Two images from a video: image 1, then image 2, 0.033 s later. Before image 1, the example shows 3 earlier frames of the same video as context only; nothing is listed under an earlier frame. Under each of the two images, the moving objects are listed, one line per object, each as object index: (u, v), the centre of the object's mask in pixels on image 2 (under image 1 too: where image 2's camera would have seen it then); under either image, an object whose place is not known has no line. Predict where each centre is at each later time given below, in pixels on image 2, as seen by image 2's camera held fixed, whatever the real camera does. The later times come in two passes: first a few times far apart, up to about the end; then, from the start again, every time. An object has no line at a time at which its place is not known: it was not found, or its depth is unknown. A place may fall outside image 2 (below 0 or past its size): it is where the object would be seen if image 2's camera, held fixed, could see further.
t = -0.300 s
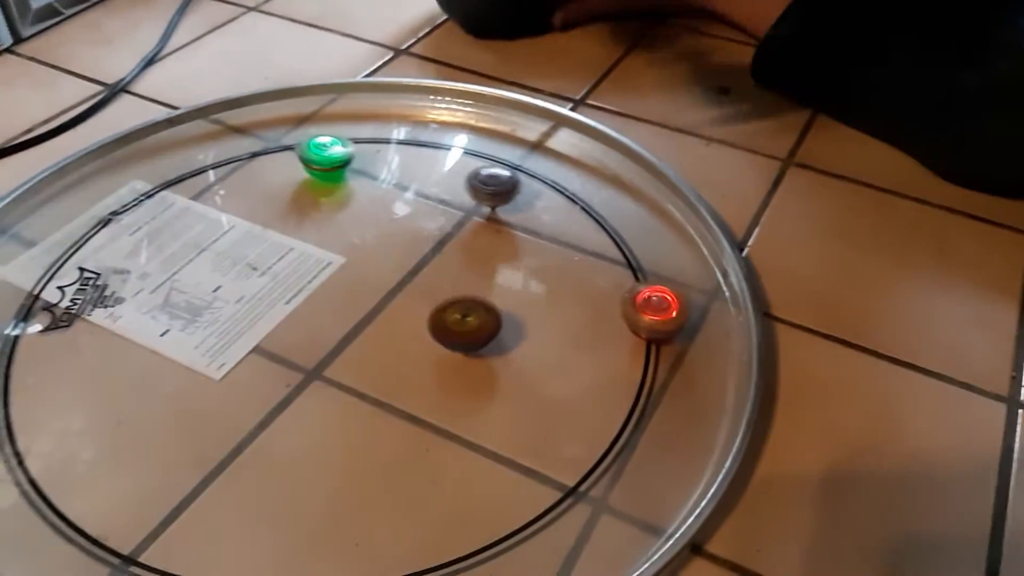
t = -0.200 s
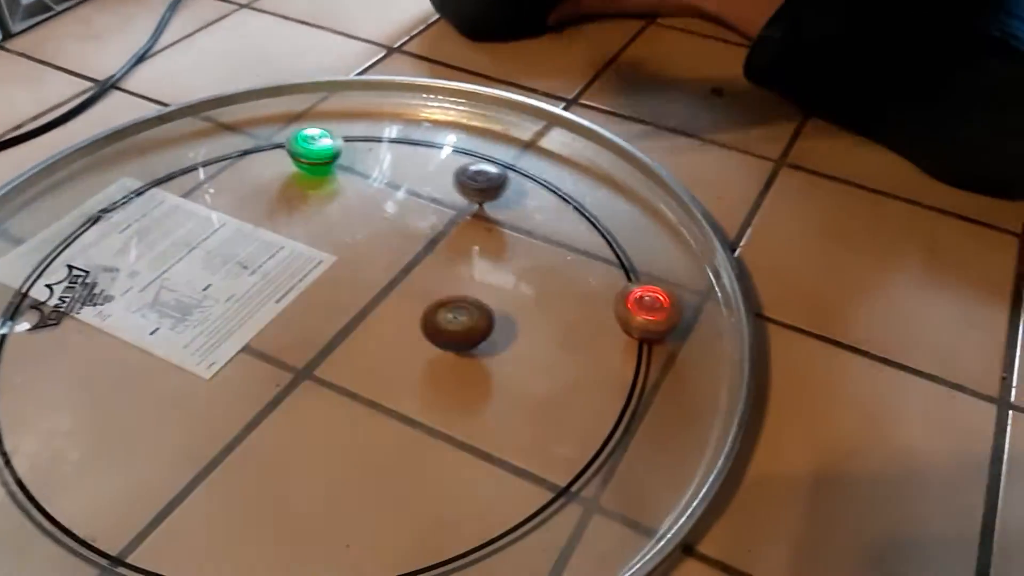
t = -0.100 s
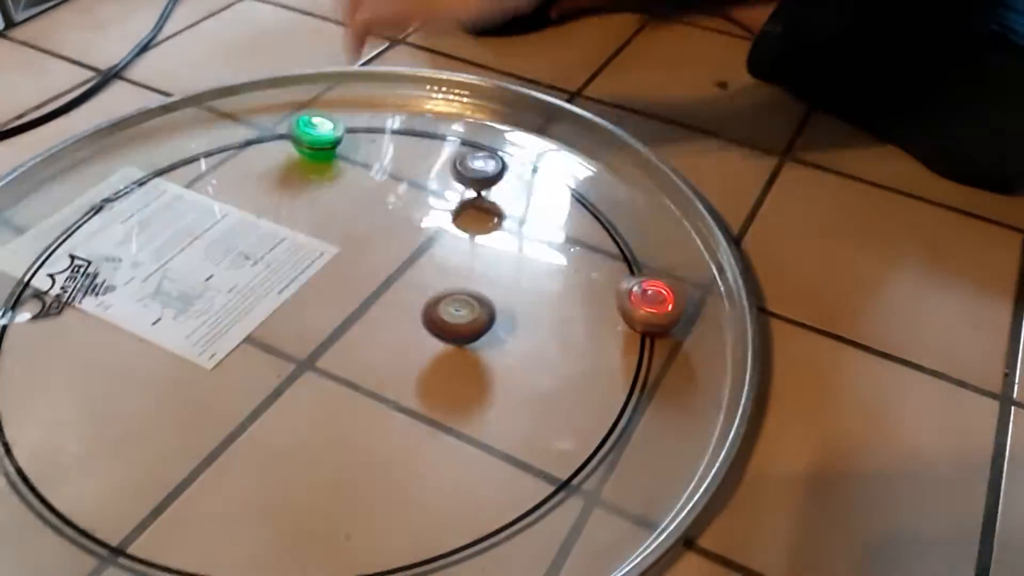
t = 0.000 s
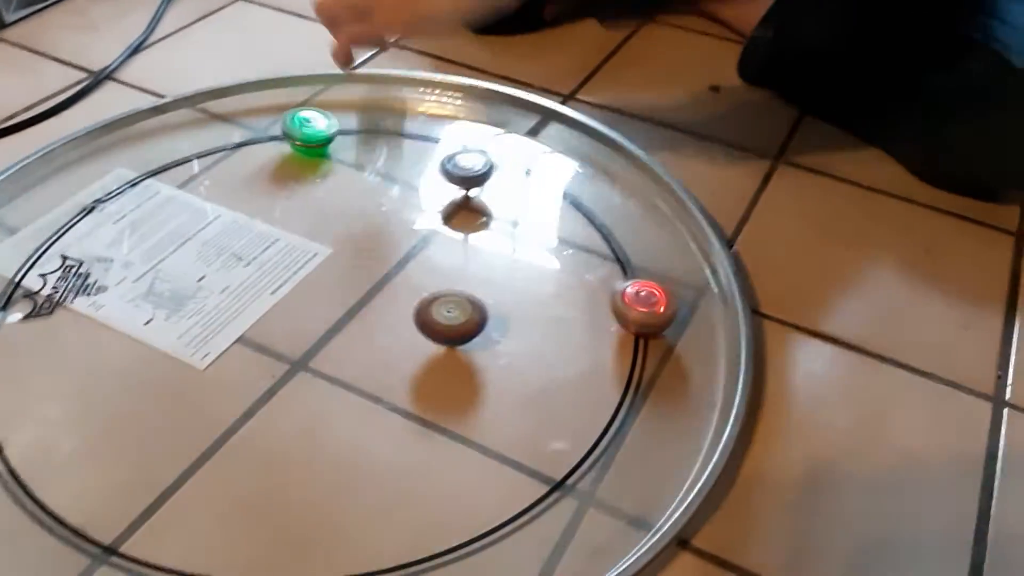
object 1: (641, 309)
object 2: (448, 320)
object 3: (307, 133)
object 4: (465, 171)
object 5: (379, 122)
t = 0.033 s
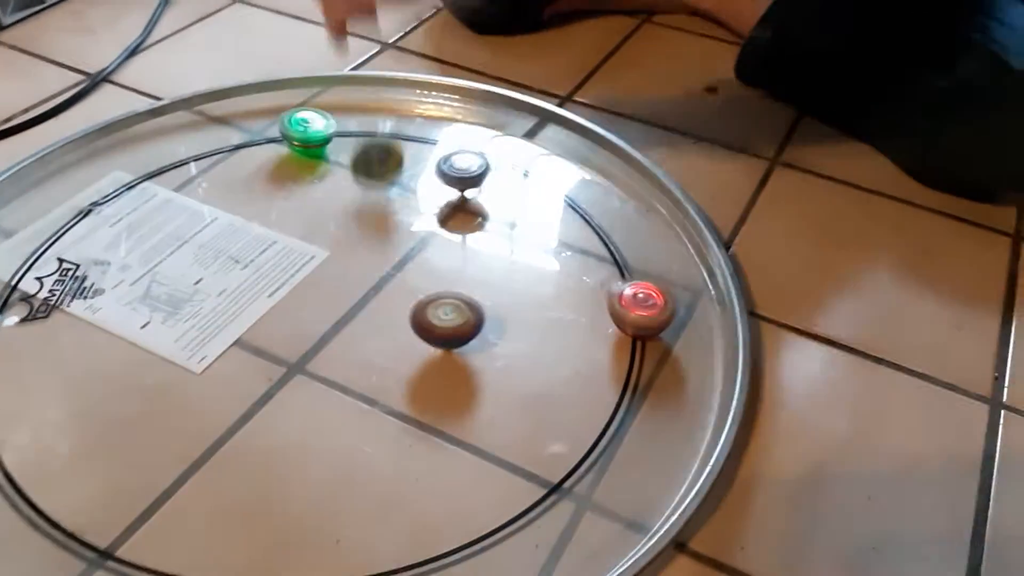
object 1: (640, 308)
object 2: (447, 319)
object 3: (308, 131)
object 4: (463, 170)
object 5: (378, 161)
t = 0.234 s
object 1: (640, 307)
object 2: (442, 317)
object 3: (317, 122)
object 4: (451, 163)
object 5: (405, 148)
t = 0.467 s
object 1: (639, 306)
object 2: (436, 314)
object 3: (329, 113)
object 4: (429, 154)
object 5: (502, 254)
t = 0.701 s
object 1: (686, 360)
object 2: (434, 308)
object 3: (350, 110)
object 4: (407, 147)
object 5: (481, 212)
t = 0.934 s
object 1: (663, 415)
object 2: (434, 302)
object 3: (317, 101)
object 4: (389, 130)
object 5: (425, 166)
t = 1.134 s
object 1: (631, 468)
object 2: (436, 298)
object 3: (273, 125)
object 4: (407, 118)
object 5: (476, 210)
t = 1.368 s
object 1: (569, 514)
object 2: (446, 294)
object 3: (260, 127)
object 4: (416, 112)
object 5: (619, 222)
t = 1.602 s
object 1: (503, 528)
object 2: (457, 291)
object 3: (250, 123)
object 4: (418, 109)
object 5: (439, 230)
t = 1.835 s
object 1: (450, 506)
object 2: (471, 292)
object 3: (248, 117)
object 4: (412, 111)
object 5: (176, 253)
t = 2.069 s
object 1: (425, 461)
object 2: (484, 295)
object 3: (258, 111)
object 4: (401, 120)
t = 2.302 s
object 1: (425, 409)
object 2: (496, 298)
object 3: (271, 111)
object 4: (396, 135)
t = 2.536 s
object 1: (450, 366)
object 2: (505, 300)
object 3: (279, 114)
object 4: (400, 147)
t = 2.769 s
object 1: (480, 347)
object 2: (524, 291)
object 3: (278, 122)
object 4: (410, 158)
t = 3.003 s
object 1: (493, 350)
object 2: (546, 285)
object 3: (269, 126)
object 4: (427, 164)
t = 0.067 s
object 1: (640, 307)
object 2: (447, 319)
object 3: (308, 130)
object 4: (461, 169)
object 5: (379, 127)
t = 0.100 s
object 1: (641, 307)
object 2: (445, 319)
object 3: (310, 128)
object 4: (459, 167)
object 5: (382, 111)
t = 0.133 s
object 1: (640, 307)
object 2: (444, 318)
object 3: (311, 126)
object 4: (456, 166)
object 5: (386, 103)
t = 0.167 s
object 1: (640, 307)
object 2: (443, 318)
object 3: (313, 125)
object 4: (454, 164)
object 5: (391, 107)
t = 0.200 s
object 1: (640, 307)
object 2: (442, 318)
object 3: (315, 124)
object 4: (452, 163)
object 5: (397, 123)
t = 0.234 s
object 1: (640, 307)
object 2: (442, 317)
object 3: (317, 122)
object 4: (451, 163)
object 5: (405, 148)
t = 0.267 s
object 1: (640, 307)
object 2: (441, 317)
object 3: (319, 119)
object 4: (446, 161)
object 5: (408, 195)
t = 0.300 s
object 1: (640, 306)
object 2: (440, 316)
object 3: (321, 117)
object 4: (443, 159)
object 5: (428, 210)
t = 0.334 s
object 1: (640, 306)
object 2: (440, 316)
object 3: (323, 116)
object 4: (441, 158)
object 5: (436, 214)
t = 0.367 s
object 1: (639, 306)
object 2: (439, 316)
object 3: (325, 115)
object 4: (438, 157)
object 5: (450, 231)
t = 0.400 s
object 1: (639, 306)
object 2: (438, 315)
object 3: (325, 115)
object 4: (435, 156)
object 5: (468, 231)
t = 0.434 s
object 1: (639, 306)
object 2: (438, 314)
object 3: (327, 114)
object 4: (432, 155)
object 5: (486, 237)
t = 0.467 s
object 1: (639, 306)
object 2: (436, 314)
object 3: (329, 113)
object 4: (429, 154)
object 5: (502, 254)
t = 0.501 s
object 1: (639, 306)
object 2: (435, 313)
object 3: (331, 112)
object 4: (426, 153)
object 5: (523, 259)
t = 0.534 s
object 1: (639, 306)
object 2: (435, 312)
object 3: (334, 112)
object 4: (423, 152)
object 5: (544, 269)
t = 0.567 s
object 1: (639, 306)
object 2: (434, 311)
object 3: (337, 111)
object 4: (420, 151)
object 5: (567, 273)
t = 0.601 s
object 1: (668, 318)
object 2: (433, 310)
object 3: (340, 110)
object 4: (417, 151)
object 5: (563, 272)
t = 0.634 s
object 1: (701, 345)
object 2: (434, 309)
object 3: (343, 110)
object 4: (413, 148)
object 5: (531, 245)
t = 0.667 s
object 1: (696, 350)
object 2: (434, 309)
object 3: (347, 110)
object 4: (411, 147)
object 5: (505, 232)
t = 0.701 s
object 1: (686, 360)
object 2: (434, 308)
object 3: (350, 110)
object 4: (407, 147)
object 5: (481, 212)
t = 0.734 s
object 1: (680, 367)
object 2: (434, 306)
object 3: (352, 110)
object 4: (404, 146)
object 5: (461, 192)
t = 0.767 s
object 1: (675, 373)
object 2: (435, 306)
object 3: (355, 110)
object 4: (401, 145)
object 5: (443, 173)
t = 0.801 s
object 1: (672, 379)
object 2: (434, 305)
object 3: (356, 109)
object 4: (390, 134)
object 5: (435, 153)
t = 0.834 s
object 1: (672, 387)
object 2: (434, 304)
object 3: (353, 103)
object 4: (384, 134)
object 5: (430, 140)
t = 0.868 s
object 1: (669, 398)
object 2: (435, 303)
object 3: (347, 92)
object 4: (384, 138)
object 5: (427, 140)
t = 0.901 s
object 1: (667, 406)
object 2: (434, 303)
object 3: (330, 96)
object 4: (384, 135)
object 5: (425, 149)
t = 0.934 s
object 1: (663, 415)
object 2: (434, 302)
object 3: (317, 101)
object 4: (389, 130)
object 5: (425, 166)
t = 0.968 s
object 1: (660, 425)
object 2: (434, 301)
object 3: (304, 108)
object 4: (390, 126)
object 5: (430, 174)
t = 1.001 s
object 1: (656, 431)
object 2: (434, 300)
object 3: (294, 114)
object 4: (392, 124)
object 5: (436, 183)
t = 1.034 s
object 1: (651, 441)
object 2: (434, 300)
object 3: (286, 119)
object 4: (396, 123)
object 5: (443, 190)
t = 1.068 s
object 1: (645, 450)
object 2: (434, 299)
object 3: (281, 122)
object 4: (400, 122)
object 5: (452, 198)
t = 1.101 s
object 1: (639, 458)
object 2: (435, 298)
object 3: (277, 124)
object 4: (404, 120)
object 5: (463, 205)
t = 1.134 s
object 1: (631, 468)
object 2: (436, 298)
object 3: (273, 125)
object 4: (407, 118)
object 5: (476, 210)
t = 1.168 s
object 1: (623, 477)
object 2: (437, 297)
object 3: (272, 125)
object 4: (410, 117)
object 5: (493, 214)
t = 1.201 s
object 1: (615, 485)
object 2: (438, 297)
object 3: (270, 126)
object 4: (412, 116)
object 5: (510, 218)
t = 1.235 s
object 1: (607, 491)
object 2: (440, 296)
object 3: (268, 127)
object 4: (413, 115)
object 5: (527, 220)
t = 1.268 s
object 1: (597, 499)
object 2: (442, 296)
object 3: (266, 127)
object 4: (413, 115)
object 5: (550, 223)
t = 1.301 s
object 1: (588, 505)
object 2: (443, 295)
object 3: (264, 127)
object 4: (414, 114)
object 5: (572, 225)
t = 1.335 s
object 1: (579, 509)
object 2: (444, 294)
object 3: (262, 127)
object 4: (415, 113)
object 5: (596, 220)
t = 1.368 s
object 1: (569, 514)
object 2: (446, 294)
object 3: (260, 127)
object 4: (416, 112)
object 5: (619, 222)
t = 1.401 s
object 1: (560, 517)
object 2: (448, 294)
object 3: (258, 127)
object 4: (417, 111)
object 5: (645, 215)
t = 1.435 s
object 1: (550, 520)
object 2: (449, 293)
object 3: (256, 126)
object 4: (418, 111)
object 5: (648, 210)
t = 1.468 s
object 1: (540, 523)
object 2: (450, 293)
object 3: (255, 125)
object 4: (418, 109)
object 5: (609, 205)
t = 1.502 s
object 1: (532, 525)
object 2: (452, 292)
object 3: (254, 125)
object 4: (418, 109)
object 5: (567, 211)
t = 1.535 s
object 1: (522, 526)
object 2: (454, 292)
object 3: (253, 124)
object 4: (418, 109)
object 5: (514, 222)
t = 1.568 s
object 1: (512, 527)
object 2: (458, 291)
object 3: (252, 124)
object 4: (418, 109)
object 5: (480, 232)
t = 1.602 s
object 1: (503, 528)
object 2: (457, 291)
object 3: (250, 123)
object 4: (418, 109)
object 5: (439, 230)
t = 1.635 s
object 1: (494, 524)
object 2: (460, 291)
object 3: (249, 123)
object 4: (417, 109)
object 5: (399, 235)
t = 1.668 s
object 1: (487, 522)
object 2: (462, 292)
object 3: (247, 122)
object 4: (416, 109)
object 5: (360, 236)
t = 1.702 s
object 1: (478, 522)
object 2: (464, 292)
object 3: (247, 122)
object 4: (415, 109)
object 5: (321, 241)
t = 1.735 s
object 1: (471, 517)
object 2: (466, 292)
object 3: (247, 121)
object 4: (415, 110)
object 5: (283, 246)
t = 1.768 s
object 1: (466, 513)
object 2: (467, 292)
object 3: (247, 119)
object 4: (413, 110)
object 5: (247, 245)
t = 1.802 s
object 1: (458, 509)
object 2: (469, 292)
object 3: (248, 118)
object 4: (412, 110)
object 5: (212, 249)
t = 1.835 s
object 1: (450, 506)
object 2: (471, 292)
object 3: (248, 117)
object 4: (412, 111)
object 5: (176, 253)
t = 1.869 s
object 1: (447, 500)
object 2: (473, 292)
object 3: (249, 115)
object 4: (411, 111)
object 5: (145, 252)
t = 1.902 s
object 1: (442, 495)
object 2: (475, 293)
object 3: (250, 115)
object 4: (409, 113)
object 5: (118, 252)
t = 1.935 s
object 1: (437, 489)
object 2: (476, 293)
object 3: (251, 114)
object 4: (406, 114)
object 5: (88, 250)
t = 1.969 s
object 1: (434, 482)
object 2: (478, 293)
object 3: (253, 114)
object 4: (404, 115)
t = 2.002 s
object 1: (431, 477)
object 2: (480, 293)
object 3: (255, 112)
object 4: (402, 117)
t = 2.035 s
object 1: (428, 468)
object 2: (482, 294)
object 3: (256, 112)
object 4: (402, 119)
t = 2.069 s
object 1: (425, 461)
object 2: (484, 295)
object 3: (258, 111)
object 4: (401, 120)
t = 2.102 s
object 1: (423, 456)
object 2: (486, 295)
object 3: (259, 112)
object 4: (400, 122)
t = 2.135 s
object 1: (422, 448)
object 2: (487, 296)
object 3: (262, 110)
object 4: (399, 124)
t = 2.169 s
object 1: (422, 441)
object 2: (489, 296)
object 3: (263, 111)
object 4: (398, 126)
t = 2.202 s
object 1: (422, 433)
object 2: (491, 297)
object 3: (265, 111)
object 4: (398, 128)
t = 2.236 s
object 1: (422, 425)
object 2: (493, 297)
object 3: (267, 112)
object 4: (397, 130)
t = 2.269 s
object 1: (423, 418)
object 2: (494, 298)
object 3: (270, 111)
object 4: (396, 133)
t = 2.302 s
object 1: (425, 409)
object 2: (496, 298)
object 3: (271, 111)
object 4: (396, 135)
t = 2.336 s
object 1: (427, 402)
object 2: (497, 298)
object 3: (273, 111)
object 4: (396, 137)
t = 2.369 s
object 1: (429, 395)
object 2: (499, 299)
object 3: (274, 111)
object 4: (396, 139)
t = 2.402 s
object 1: (431, 389)
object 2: (500, 299)
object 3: (276, 111)
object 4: (397, 141)
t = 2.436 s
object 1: (436, 383)
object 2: (502, 299)
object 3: (277, 112)
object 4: (397, 142)
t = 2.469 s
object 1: (440, 376)
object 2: (503, 299)
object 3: (278, 113)
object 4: (398, 144)
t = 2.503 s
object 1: (445, 371)
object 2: (504, 300)
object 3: (279, 114)
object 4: (399, 146)
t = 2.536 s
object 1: (450, 366)
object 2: (505, 300)
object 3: (279, 114)
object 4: (400, 147)
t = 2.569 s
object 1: (457, 361)
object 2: (507, 300)
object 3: (280, 115)
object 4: (401, 149)
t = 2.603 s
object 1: (463, 356)
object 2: (508, 300)
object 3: (280, 116)
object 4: (402, 150)
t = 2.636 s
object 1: (470, 352)
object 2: (509, 300)
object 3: (280, 118)
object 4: (403, 152)
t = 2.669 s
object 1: (475, 349)
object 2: (511, 298)
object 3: (280, 120)
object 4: (404, 154)
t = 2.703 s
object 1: (476, 348)
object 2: (516, 297)
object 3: (279, 120)
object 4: (406, 156)
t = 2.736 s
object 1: (478, 347)
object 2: (520, 293)
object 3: (278, 122)
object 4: (408, 157)
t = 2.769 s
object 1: (480, 347)
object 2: (524, 291)
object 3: (278, 122)
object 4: (410, 158)
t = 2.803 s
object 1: (482, 346)
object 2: (527, 291)
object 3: (277, 123)
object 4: (412, 159)
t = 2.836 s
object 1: (484, 347)
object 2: (531, 290)
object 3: (276, 124)
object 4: (414, 161)
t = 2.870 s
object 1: (486, 347)
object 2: (533, 288)
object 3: (275, 124)
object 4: (417, 162)
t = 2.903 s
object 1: (487, 348)
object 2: (537, 287)
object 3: (274, 125)
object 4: (419, 163)
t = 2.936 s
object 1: (490, 348)
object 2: (540, 286)
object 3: (272, 125)
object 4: (422, 163)
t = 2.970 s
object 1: (491, 350)
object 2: (543, 285)
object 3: (270, 125)
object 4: (425, 164)
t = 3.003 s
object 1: (493, 350)
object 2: (546, 285)
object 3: (269, 126)
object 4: (427, 164)
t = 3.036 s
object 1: (494, 351)
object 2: (550, 284)
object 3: (267, 127)
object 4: (429, 165)
